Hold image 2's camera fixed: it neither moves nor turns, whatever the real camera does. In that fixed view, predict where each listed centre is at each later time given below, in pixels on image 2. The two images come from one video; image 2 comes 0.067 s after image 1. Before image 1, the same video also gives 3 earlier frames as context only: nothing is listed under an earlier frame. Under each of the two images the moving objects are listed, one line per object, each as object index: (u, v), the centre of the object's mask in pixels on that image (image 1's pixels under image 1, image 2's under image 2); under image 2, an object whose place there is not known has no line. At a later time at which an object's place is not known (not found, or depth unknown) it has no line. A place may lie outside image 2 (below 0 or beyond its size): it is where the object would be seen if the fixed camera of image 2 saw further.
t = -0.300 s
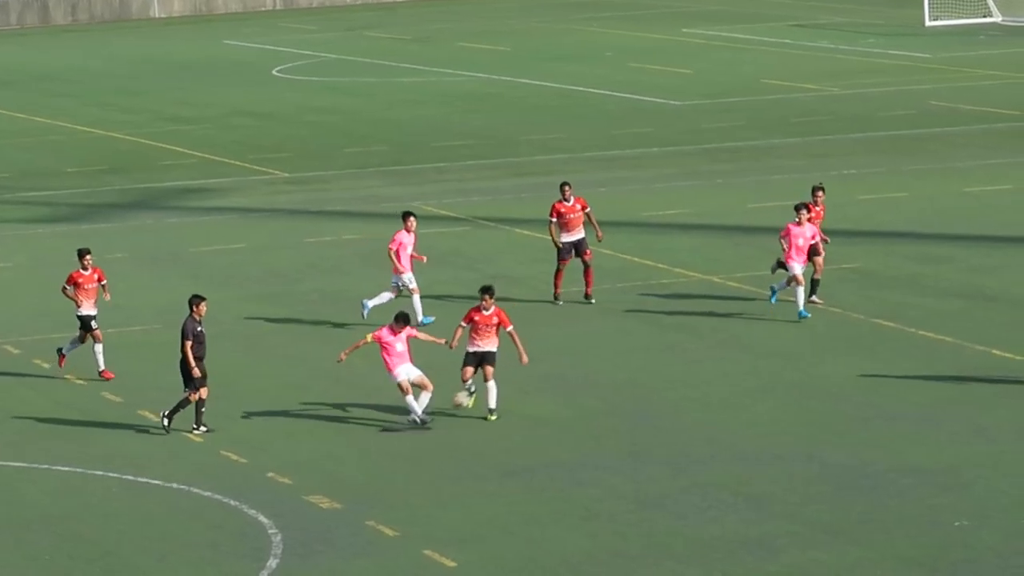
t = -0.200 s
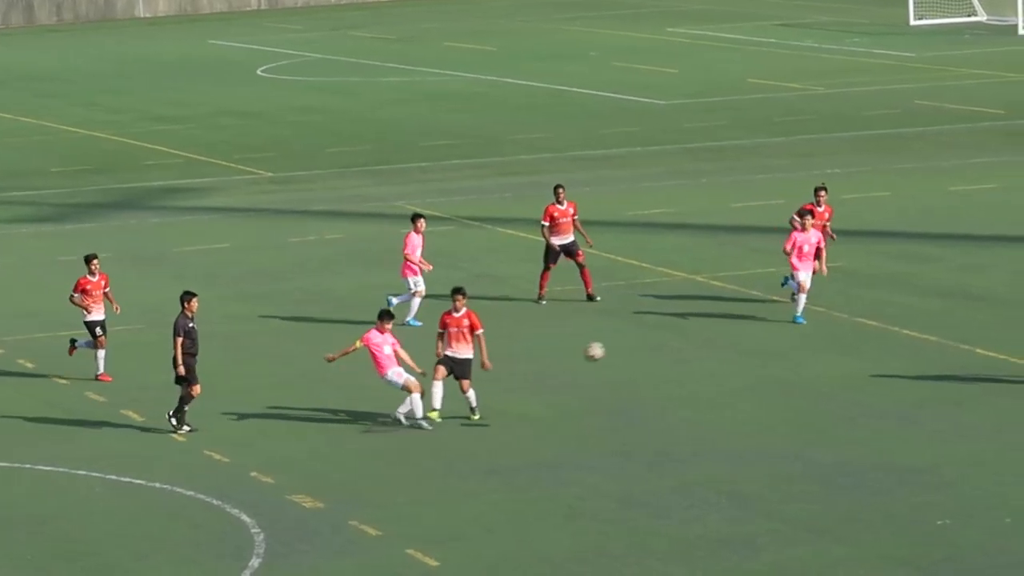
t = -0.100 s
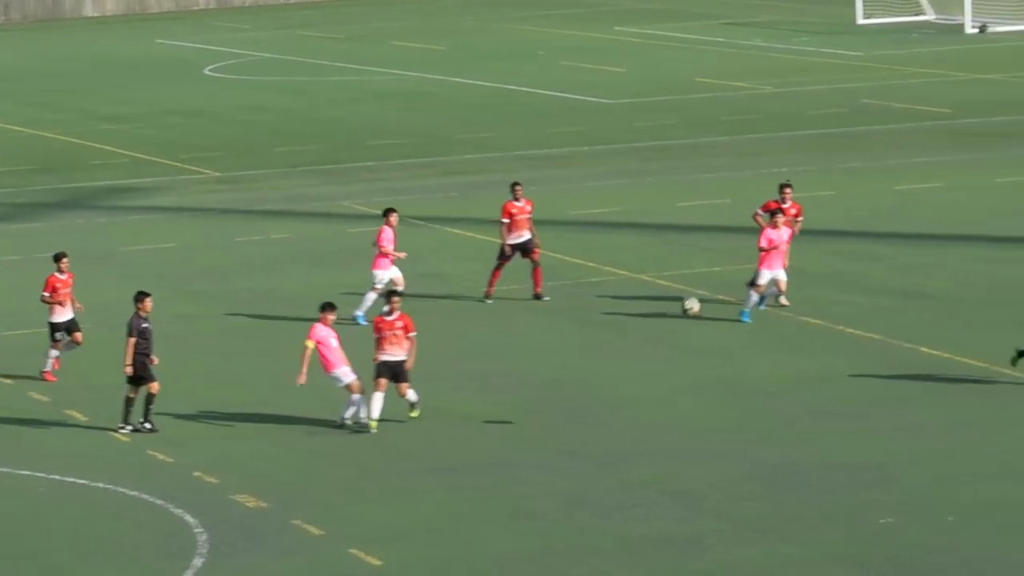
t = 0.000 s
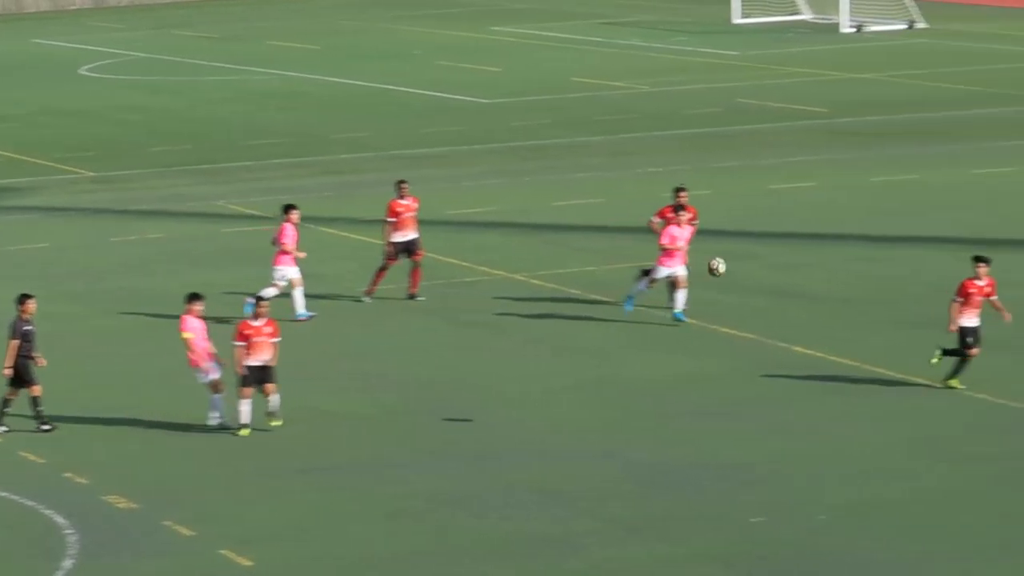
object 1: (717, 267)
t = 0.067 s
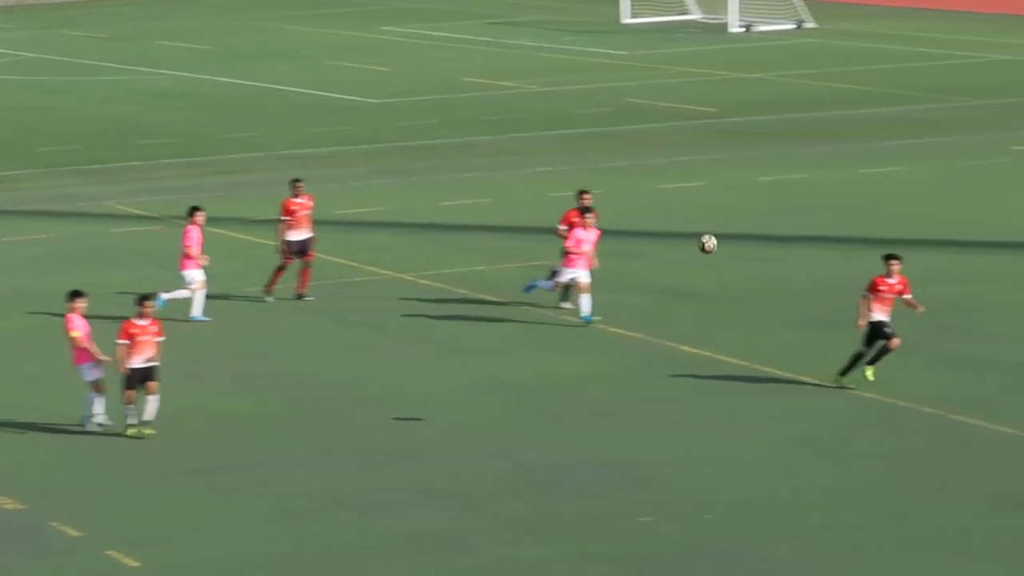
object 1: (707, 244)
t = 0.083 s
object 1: (734, 238)
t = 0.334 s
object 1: (1119, 174)
